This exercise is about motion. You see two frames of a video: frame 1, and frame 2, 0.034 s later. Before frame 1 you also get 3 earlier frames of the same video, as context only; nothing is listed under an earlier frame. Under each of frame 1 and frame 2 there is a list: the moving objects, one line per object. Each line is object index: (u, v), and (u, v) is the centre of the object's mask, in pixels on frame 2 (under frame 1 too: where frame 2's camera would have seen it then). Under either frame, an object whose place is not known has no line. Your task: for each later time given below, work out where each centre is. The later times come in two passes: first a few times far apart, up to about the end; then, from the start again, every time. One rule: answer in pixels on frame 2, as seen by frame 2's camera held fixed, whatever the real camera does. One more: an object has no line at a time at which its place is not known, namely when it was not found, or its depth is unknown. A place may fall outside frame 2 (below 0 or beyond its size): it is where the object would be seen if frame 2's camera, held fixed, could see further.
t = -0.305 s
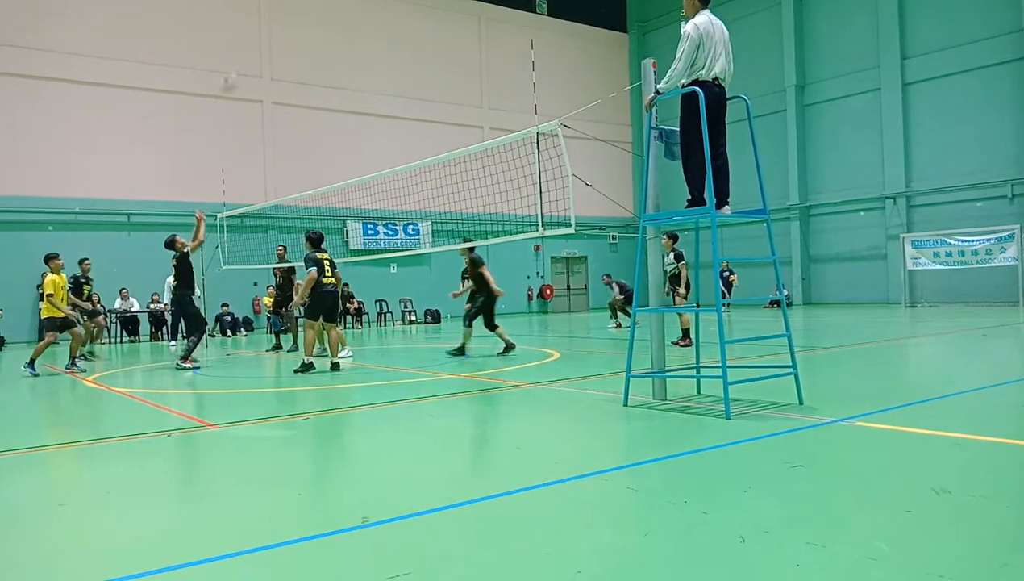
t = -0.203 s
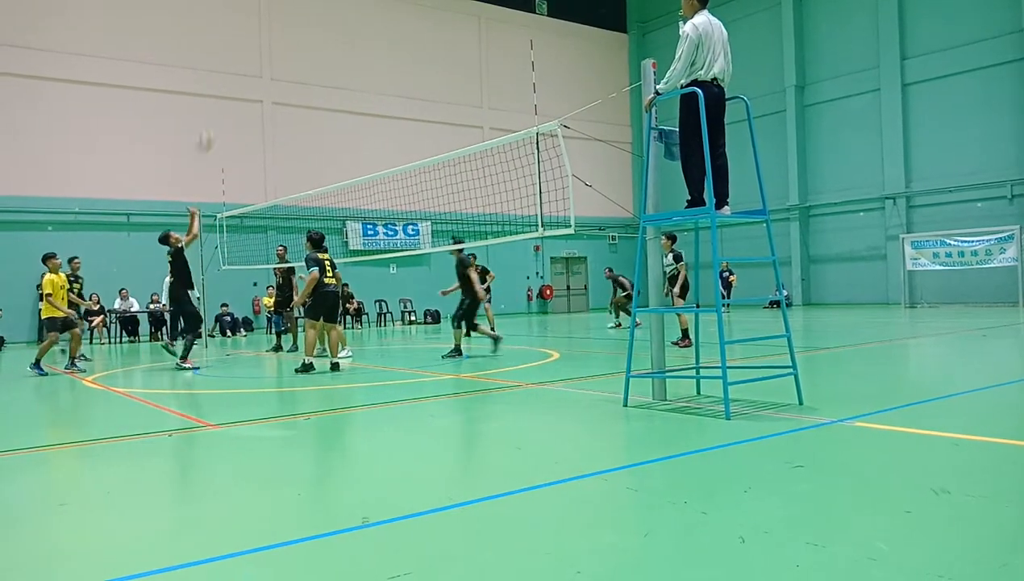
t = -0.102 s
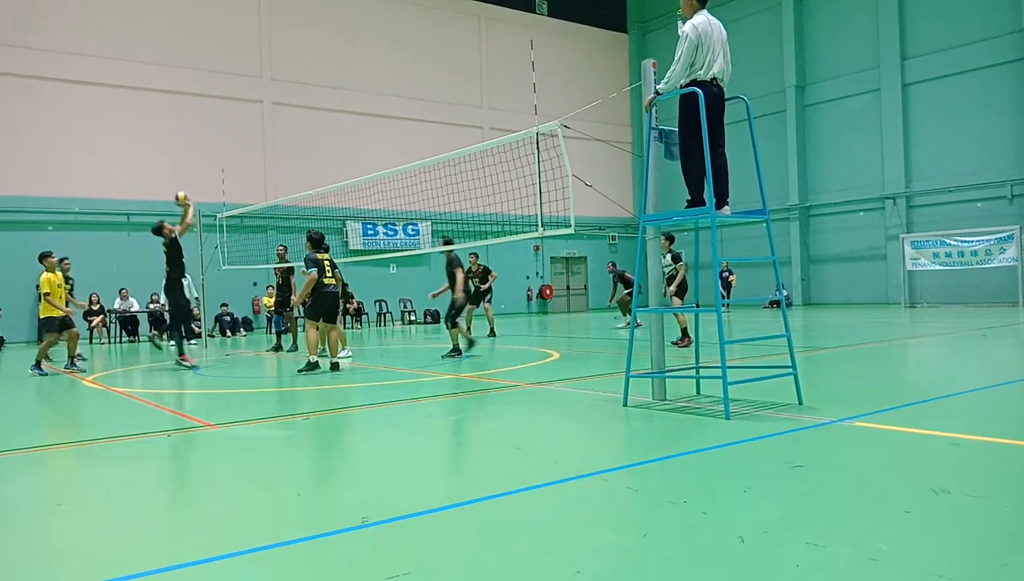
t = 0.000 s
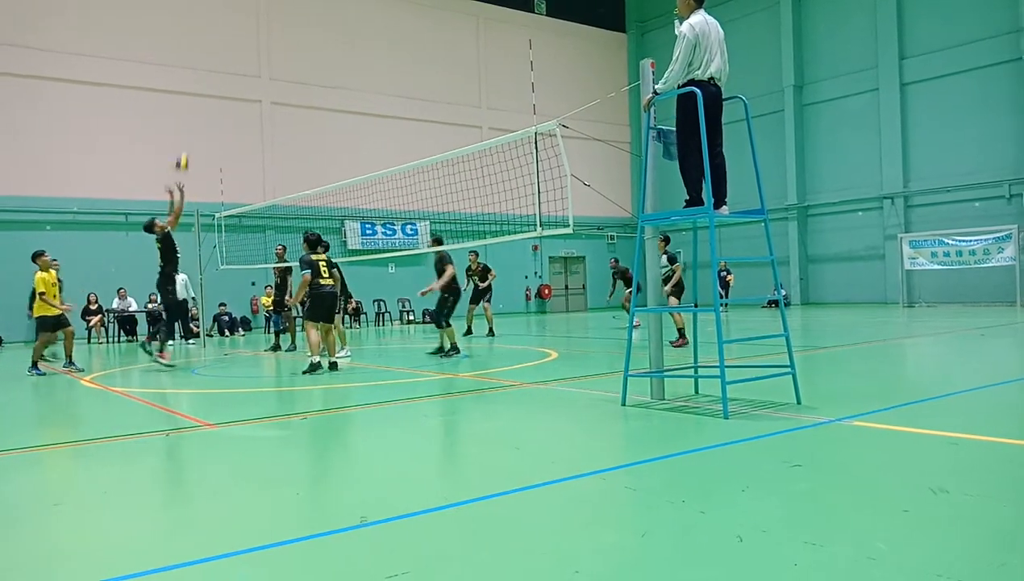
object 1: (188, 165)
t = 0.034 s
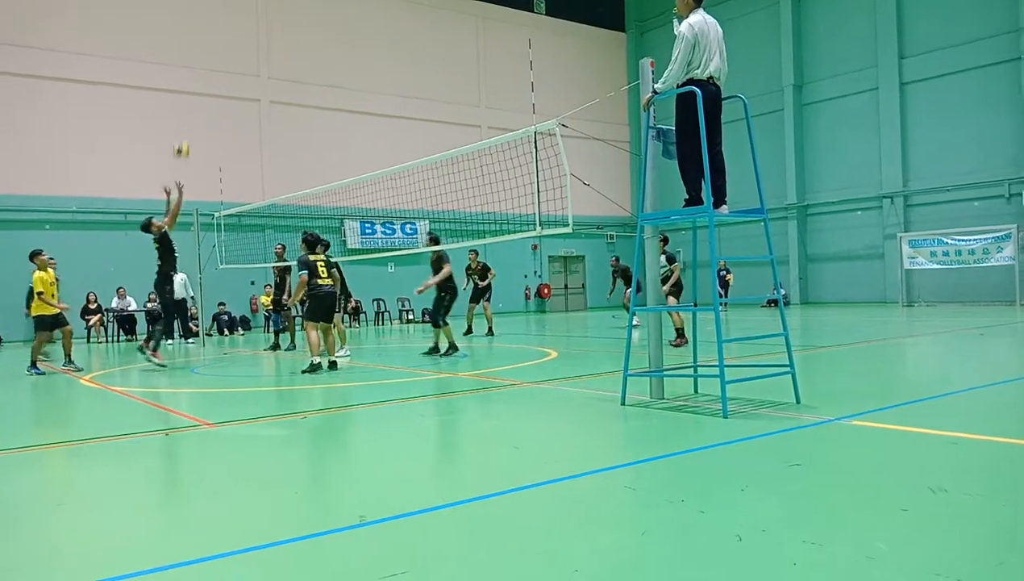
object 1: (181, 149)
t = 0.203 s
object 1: (182, 90)
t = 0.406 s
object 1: (191, 59)
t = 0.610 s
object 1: (199, 56)
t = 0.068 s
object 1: (178, 134)
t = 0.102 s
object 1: (179, 125)
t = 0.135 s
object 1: (181, 113)
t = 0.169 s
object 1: (181, 100)
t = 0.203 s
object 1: (182, 90)
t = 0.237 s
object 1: (185, 84)
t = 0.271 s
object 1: (185, 77)
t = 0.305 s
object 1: (186, 71)
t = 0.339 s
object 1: (188, 67)
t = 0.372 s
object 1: (189, 62)
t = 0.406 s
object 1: (191, 59)
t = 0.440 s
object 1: (192, 56)
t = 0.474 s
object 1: (194, 54)
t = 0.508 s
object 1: (196, 53)
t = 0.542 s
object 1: (198, 53)
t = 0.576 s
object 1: (198, 54)
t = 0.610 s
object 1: (199, 56)
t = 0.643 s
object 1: (201, 59)
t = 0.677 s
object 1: (202, 62)
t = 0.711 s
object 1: (204, 66)
